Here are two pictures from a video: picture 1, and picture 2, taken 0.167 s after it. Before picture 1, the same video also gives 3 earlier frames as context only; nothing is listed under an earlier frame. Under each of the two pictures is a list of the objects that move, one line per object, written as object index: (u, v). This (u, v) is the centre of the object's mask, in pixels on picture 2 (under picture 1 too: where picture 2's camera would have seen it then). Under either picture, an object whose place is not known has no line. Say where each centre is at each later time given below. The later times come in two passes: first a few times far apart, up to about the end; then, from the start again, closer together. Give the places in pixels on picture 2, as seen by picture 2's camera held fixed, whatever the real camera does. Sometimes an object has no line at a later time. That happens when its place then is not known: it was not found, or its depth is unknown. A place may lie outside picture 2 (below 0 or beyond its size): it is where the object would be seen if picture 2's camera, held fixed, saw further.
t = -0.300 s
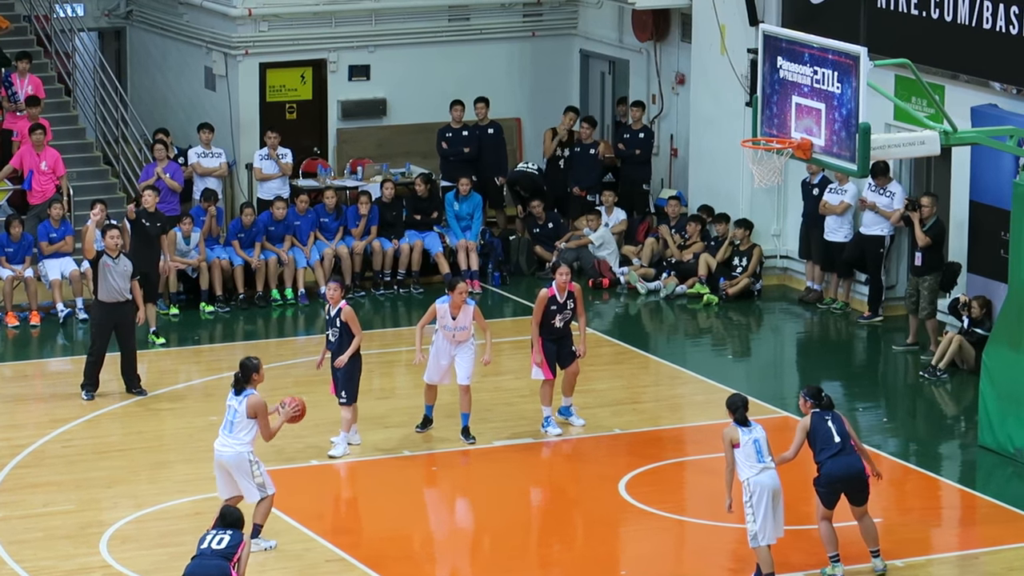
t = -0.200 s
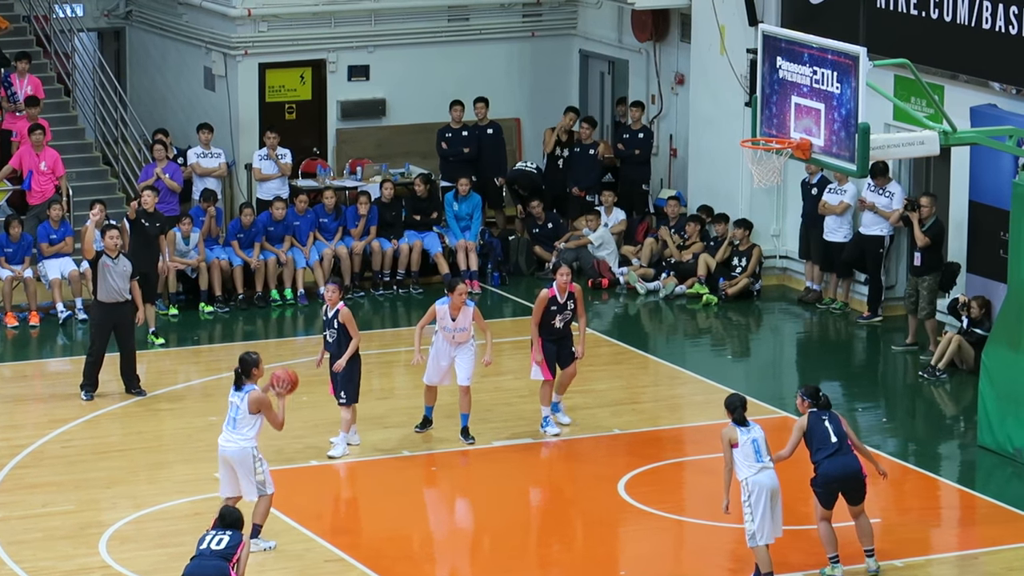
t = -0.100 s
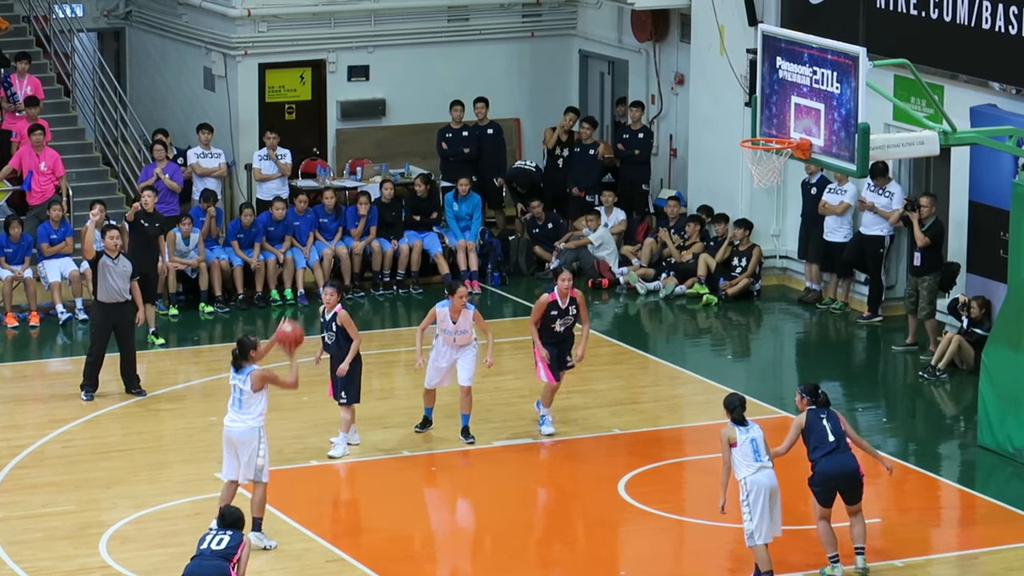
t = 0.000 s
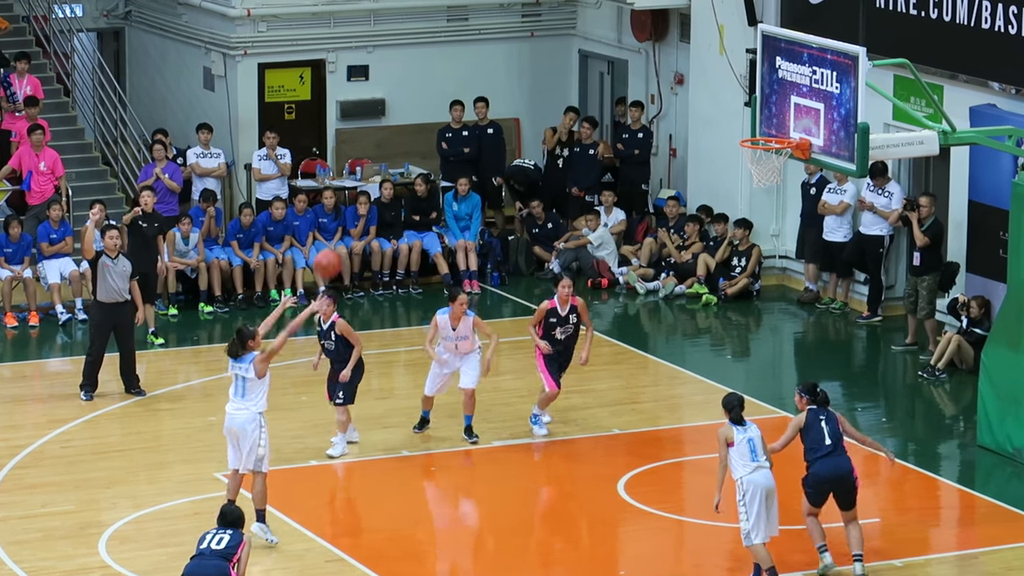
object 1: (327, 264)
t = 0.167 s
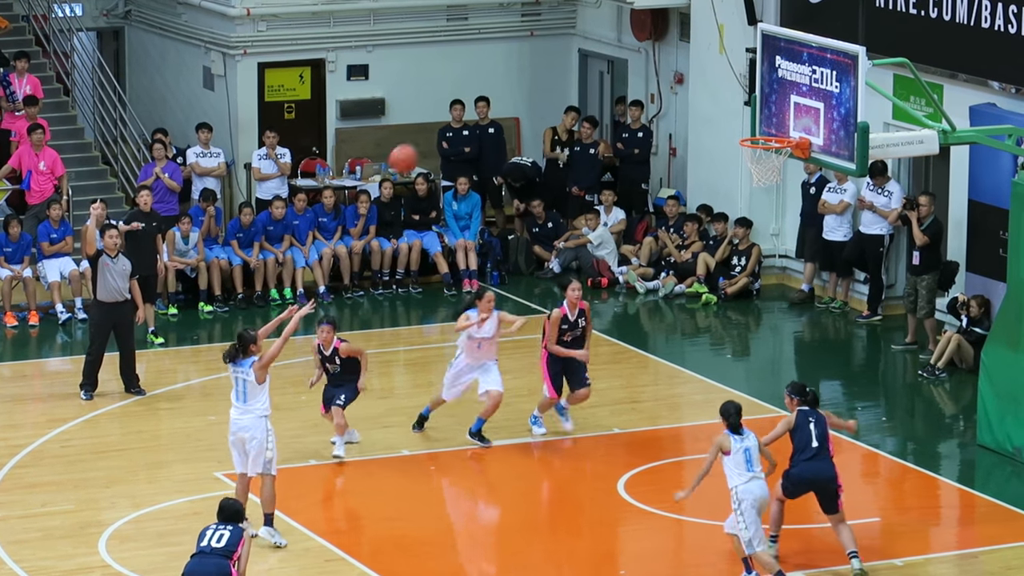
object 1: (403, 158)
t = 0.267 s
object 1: (448, 113)
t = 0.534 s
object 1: (565, 47)
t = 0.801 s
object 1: (677, 64)
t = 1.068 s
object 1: (778, 136)
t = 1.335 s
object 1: (731, 118)
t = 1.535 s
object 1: (695, 141)
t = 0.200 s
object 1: (419, 143)
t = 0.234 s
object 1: (433, 127)
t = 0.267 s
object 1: (448, 113)
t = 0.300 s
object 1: (463, 100)
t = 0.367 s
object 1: (492, 78)
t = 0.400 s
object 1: (507, 69)
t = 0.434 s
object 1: (521, 62)
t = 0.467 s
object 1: (536, 55)
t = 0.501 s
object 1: (550, 51)
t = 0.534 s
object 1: (565, 47)
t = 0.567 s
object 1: (579, 44)
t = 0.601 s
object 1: (593, 44)
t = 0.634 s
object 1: (608, 44)
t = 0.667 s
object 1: (622, 45)
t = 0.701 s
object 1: (636, 48)
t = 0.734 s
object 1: (650, 52)
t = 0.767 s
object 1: (663, 57)
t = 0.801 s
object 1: (677, 64)
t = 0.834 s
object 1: (690, 71)
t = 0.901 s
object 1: (717, 91)
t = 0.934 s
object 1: (730, 102)
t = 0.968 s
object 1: (744, 115)
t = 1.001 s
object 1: (757, 128)
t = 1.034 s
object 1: (768, 133)
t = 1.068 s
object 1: (778, 136)
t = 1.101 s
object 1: (776, 135)
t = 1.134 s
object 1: (768, 135)
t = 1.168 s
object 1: (761, 132)
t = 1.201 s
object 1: (755, 127)
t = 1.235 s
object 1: (749, 123)
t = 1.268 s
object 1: (743, 120)
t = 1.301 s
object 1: (737, 118)
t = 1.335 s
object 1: (731, 118)
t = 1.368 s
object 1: (725, 119)
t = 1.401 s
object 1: (719, 121)
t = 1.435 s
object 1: (713, 124)
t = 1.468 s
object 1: (707, 128)
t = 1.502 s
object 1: (701, 134)
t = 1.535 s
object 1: (695, 141)
